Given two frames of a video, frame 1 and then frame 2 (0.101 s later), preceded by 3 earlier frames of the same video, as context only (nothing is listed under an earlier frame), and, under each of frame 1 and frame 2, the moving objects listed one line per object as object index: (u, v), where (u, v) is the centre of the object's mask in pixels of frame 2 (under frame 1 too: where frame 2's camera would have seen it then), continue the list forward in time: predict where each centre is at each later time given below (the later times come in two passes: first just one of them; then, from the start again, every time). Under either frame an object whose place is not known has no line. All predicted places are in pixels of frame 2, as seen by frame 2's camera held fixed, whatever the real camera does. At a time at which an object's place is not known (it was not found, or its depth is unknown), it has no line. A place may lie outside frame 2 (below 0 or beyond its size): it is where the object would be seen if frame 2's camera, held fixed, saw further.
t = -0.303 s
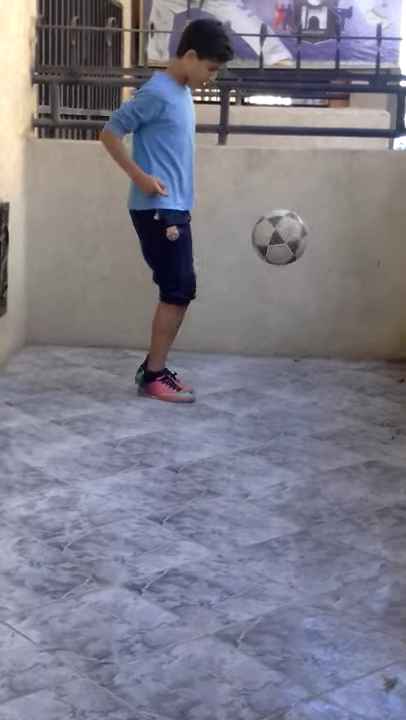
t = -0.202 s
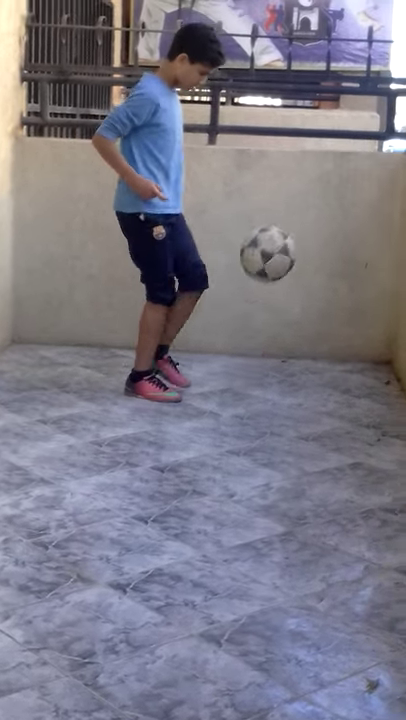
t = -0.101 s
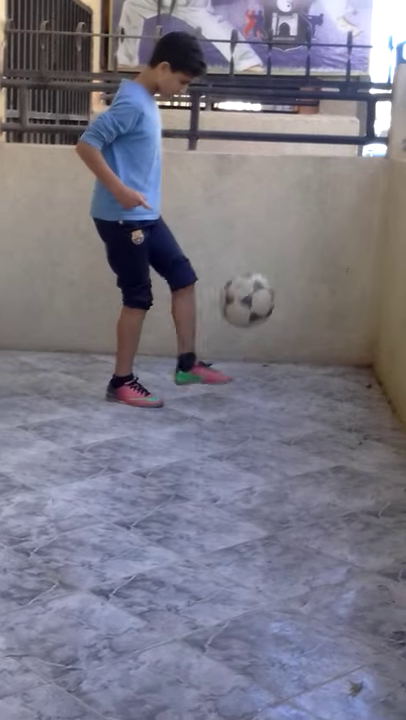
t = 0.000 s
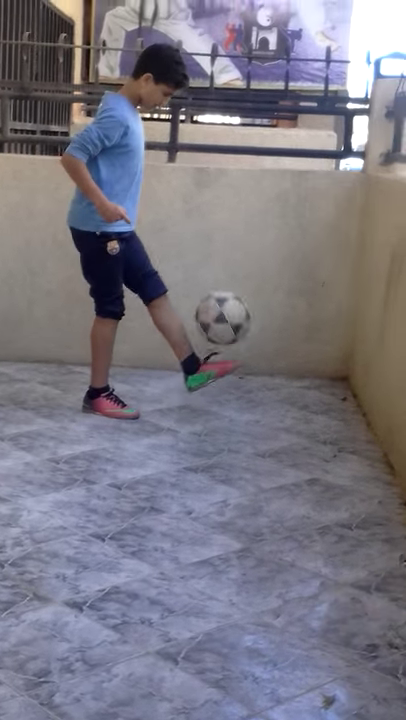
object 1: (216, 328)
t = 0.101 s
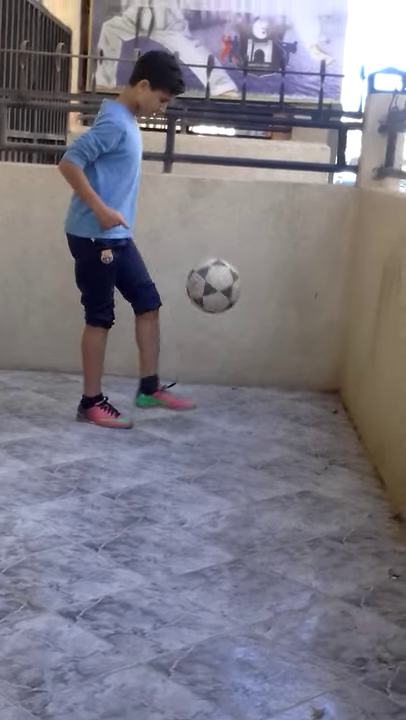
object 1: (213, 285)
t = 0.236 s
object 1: (207, 266)
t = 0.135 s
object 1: (212, 277)
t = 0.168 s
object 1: (211, 271)
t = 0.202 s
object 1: (209, 267)
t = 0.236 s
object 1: (207, 266)
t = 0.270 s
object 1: (204, 268)
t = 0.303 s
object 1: (202, 273)
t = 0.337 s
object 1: (199, 280)
